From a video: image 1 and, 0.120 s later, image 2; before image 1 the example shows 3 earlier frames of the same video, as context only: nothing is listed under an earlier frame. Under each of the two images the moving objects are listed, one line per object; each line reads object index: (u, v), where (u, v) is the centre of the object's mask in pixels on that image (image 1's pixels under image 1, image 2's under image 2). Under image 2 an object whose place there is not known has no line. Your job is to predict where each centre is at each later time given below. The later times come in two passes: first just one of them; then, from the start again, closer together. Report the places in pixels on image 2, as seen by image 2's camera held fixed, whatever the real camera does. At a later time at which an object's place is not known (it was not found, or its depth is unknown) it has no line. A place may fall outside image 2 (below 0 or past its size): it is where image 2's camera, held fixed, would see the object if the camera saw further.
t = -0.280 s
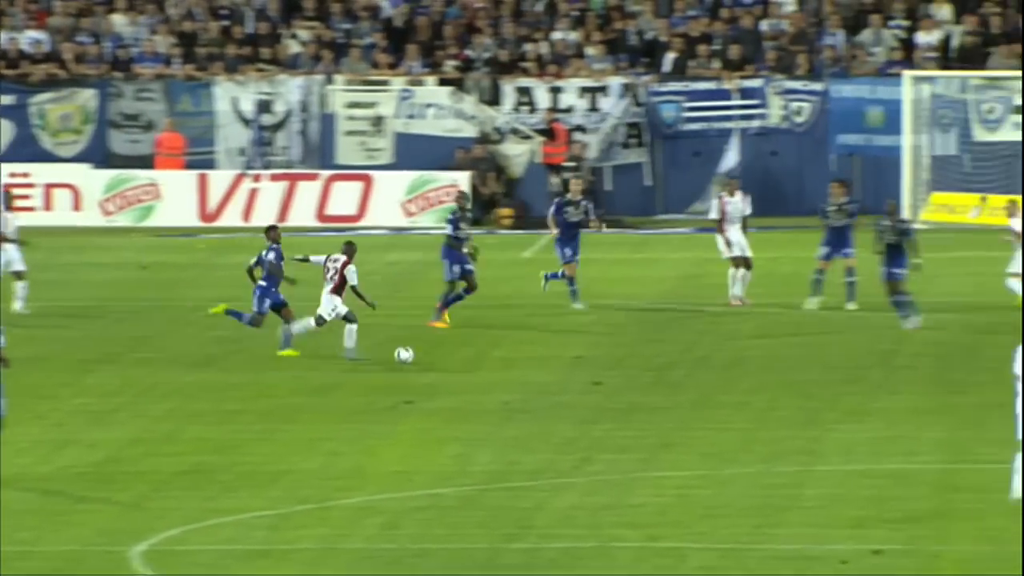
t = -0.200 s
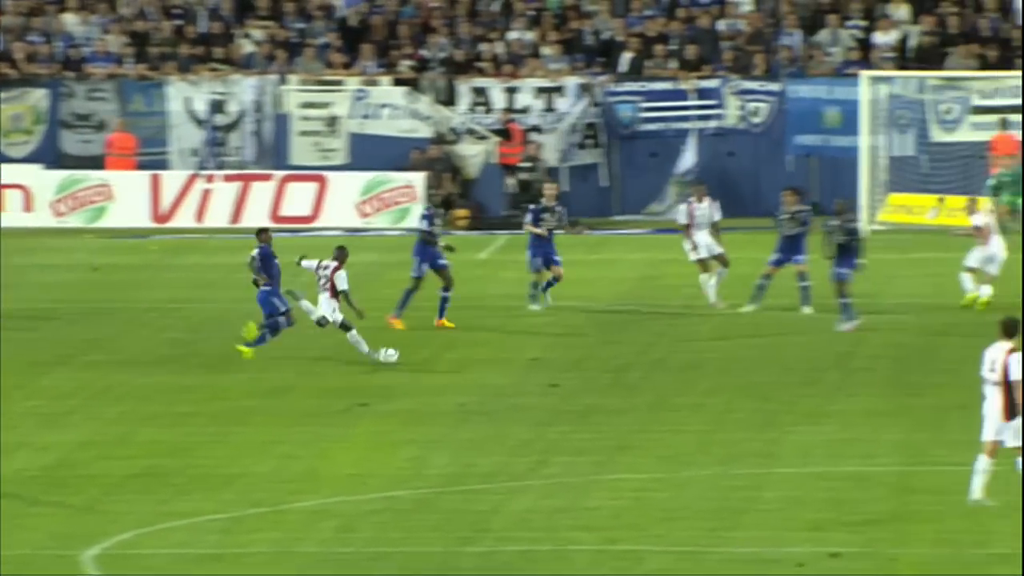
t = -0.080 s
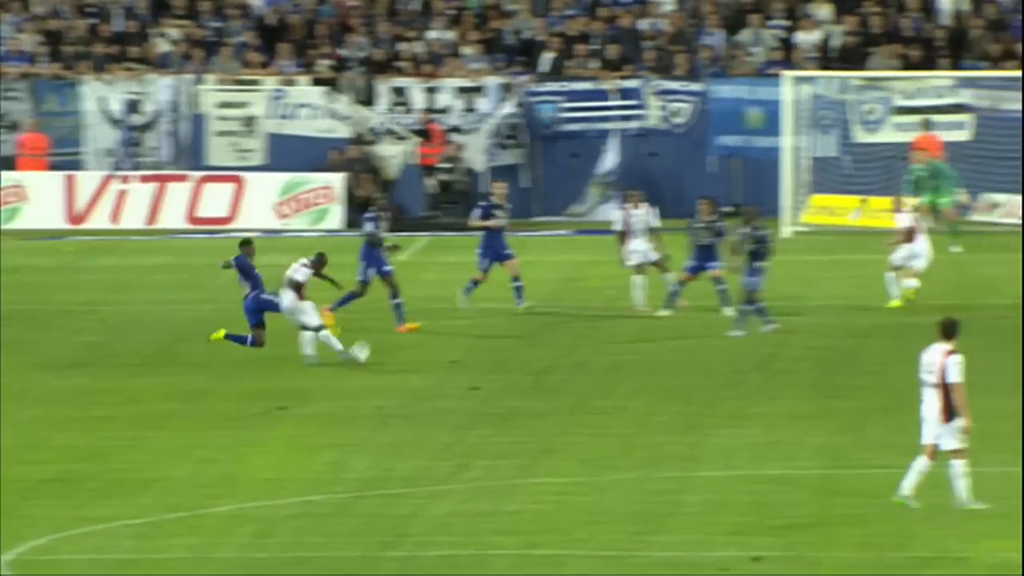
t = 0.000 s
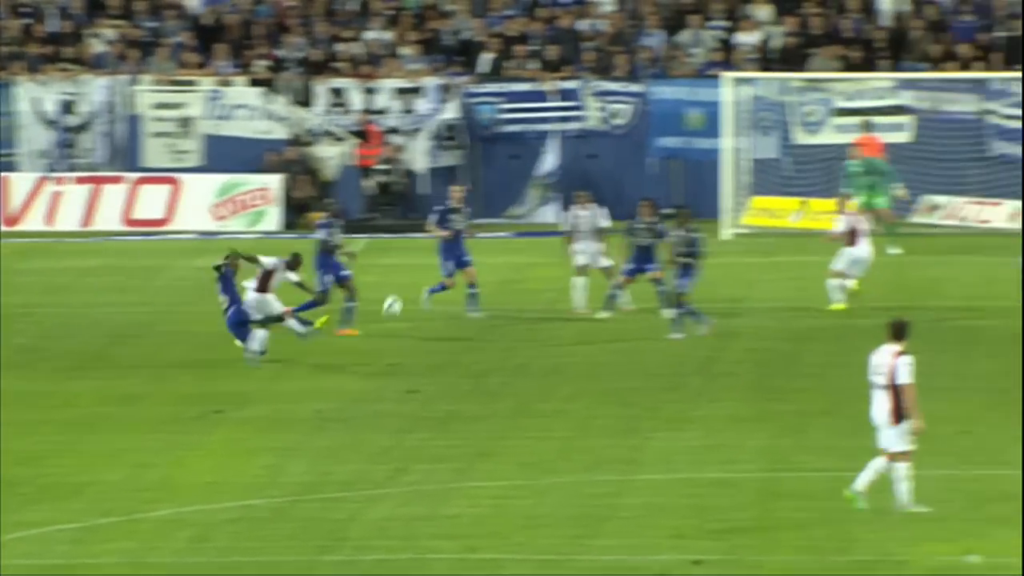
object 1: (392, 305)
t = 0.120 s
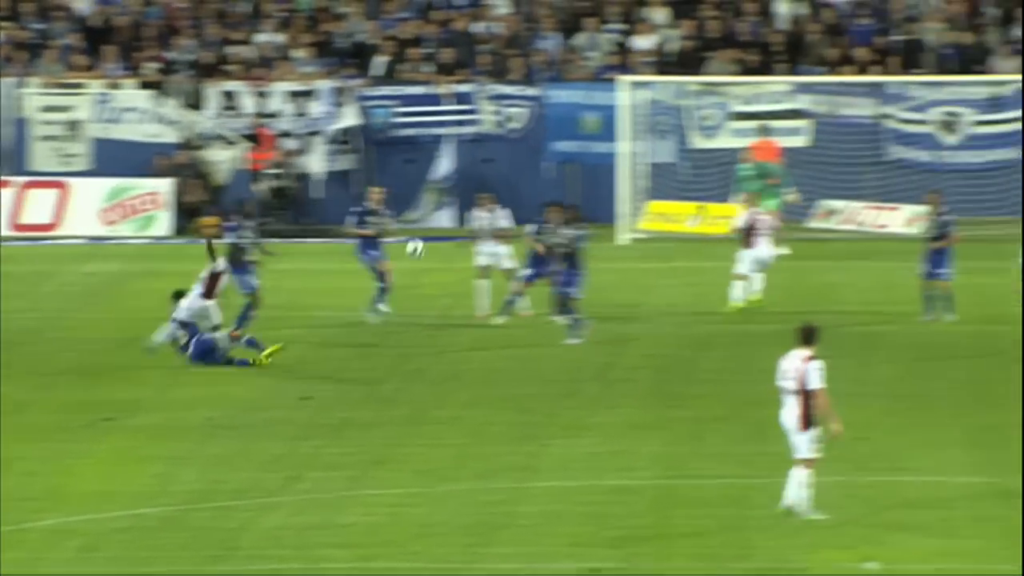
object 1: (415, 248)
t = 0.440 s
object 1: (670, 149)
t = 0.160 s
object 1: (454, 231)
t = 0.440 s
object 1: (670, 149)
